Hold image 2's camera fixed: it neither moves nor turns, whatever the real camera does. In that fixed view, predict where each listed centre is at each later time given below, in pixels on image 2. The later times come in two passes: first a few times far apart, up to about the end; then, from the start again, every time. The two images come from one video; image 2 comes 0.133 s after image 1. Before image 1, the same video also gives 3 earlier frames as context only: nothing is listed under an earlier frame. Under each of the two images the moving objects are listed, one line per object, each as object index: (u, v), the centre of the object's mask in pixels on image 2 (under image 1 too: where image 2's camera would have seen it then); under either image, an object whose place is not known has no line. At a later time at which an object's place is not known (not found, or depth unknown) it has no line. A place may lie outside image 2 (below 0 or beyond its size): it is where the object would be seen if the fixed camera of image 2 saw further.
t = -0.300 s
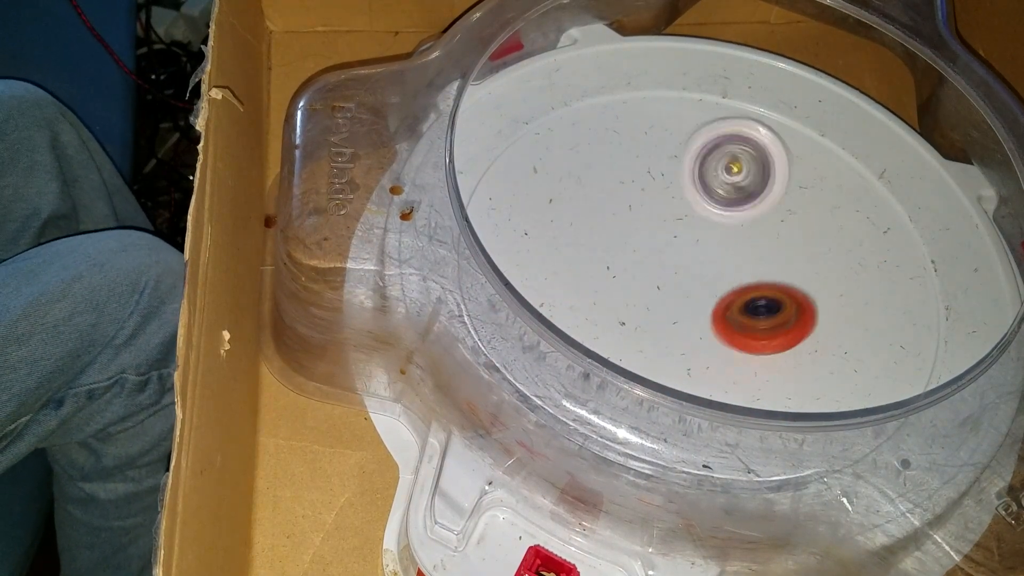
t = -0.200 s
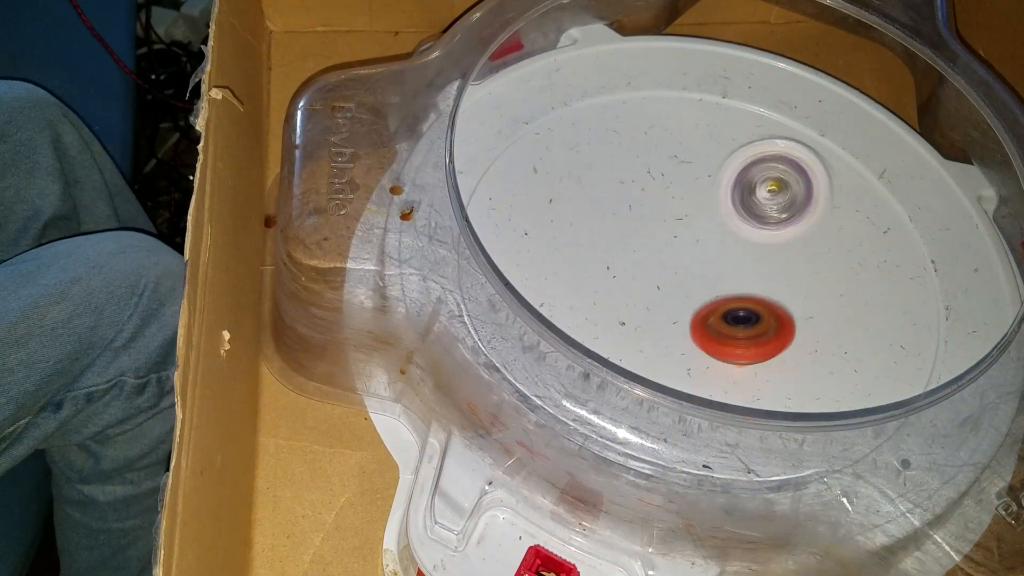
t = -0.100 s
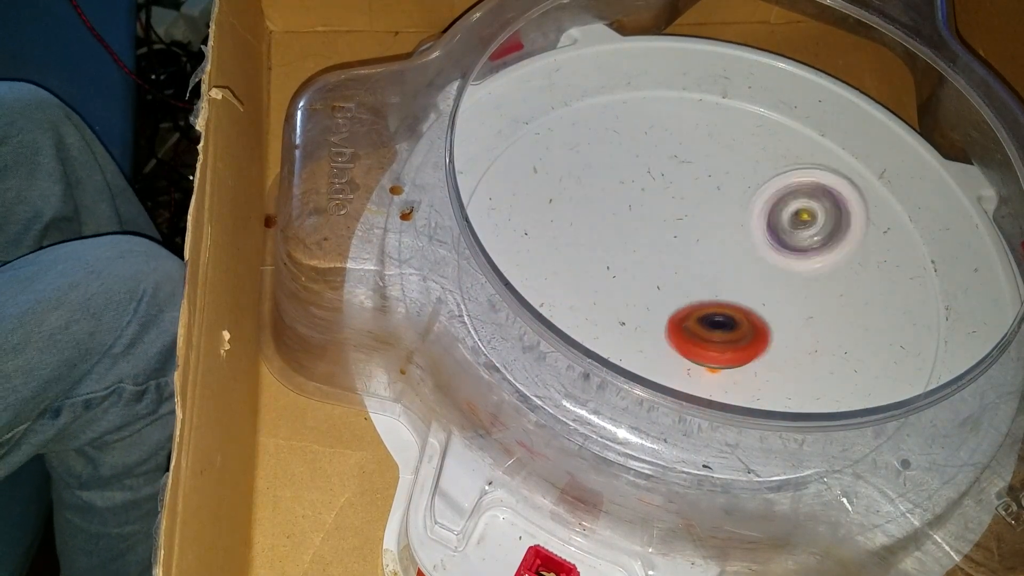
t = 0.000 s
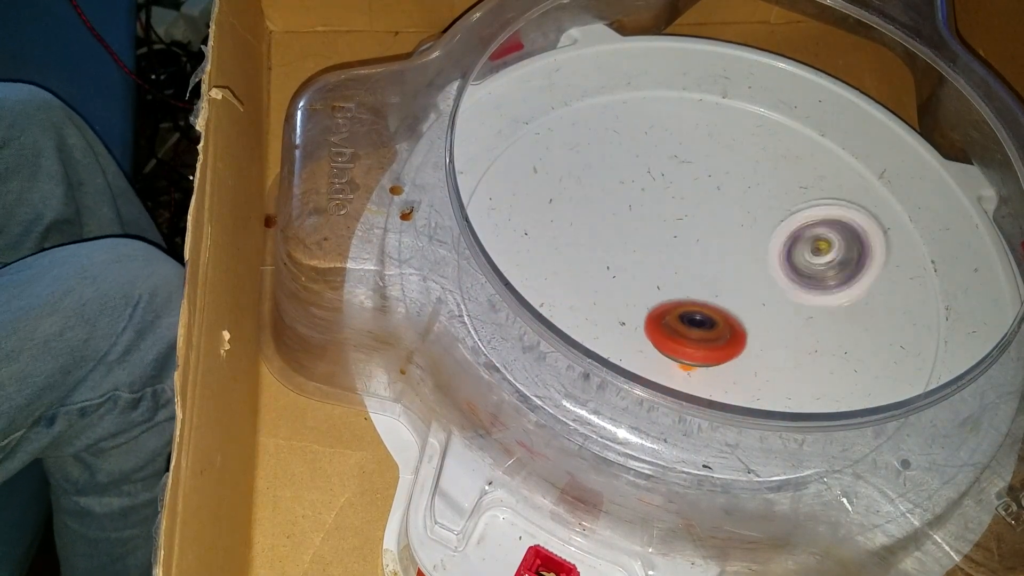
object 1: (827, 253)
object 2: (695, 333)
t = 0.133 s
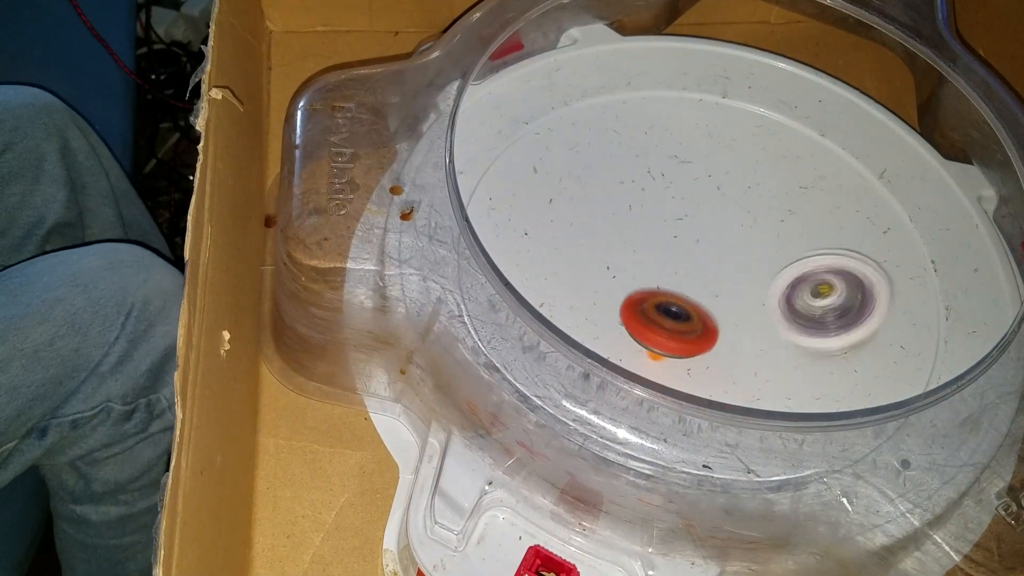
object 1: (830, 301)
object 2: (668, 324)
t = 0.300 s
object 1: (792, 348)
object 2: (644, 305)
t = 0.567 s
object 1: (670, 345)
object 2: (629, 258)
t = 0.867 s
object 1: (593, 265)
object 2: (664, 204)
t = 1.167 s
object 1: (632, 188)
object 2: (731, 187)
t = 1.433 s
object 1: (707, 170)
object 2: (806, 218)
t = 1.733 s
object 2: (813, 281)
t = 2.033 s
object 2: (757, 340)
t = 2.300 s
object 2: (662, 325)
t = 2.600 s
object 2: (584, 256)
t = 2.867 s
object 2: (668, 192)
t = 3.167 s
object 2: (775, 151)
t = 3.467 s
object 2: (848, 276)
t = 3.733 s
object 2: (786, 386)
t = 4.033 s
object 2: (608, 344)
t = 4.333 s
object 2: (584, 215)
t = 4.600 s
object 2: (710, 156)
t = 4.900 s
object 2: (840, 249)
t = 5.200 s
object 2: (751, 367)
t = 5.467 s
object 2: (622, 296)
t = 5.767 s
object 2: (679, 193)
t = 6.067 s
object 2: (760, 254)
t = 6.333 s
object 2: (674, 329)
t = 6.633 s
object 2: (694, 389)
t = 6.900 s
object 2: (668, 322)
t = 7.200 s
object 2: (690, 321)
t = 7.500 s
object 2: (722, 334)
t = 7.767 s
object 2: (706, 328)
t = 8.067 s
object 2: (701, 330)
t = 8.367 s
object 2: (701, 330)
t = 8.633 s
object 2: (699, 329)
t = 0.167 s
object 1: (827, 313)
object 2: (663, 321)
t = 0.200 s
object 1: (818, 323)
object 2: (657, 317)
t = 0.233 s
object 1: (810, 332)
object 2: (653, 313)
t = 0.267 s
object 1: (803, 340)
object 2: (648, 309)
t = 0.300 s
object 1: (792, 348)
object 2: (644, 305)
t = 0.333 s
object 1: (776, 355)
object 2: (640, 299)
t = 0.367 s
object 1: (761, 359)
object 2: (637, 294)
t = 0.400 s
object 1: (748, 360)
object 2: (634, 288)
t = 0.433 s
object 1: (732, 359)
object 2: (632, 282)
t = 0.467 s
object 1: (715, 358)
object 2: (630, 276)
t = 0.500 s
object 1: (700, 356)
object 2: (630, 270)
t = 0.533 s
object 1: (685, 351)
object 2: (629, 264)
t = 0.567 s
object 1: (670, 345)
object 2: (629, 258)
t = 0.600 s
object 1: (656, 338)
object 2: (629, 252)
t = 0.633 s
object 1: (644, 330)
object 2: (631, 246)
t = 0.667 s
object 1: (632, 320)
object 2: (633, 240)
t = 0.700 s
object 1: (622, 313)
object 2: (637, 233)
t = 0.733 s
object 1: (613, 306)
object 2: (643, 224)
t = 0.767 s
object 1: (606, 296)
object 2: (648, 219)
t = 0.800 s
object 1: (599, 286)
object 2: (653, 213)
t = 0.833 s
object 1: (595, 276)
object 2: (659, 209)
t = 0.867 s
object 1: (593, 265)
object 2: (664, 204)
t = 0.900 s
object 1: (591, 254)
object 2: (671, 200)
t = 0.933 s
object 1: (592, 244)
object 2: (676, 197)
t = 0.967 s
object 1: (595, 235)
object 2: (682, 194)
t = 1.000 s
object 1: (598, 224)
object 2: (688, 192)
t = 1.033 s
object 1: (603, 215)
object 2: (694, 190)
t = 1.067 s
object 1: (611, 208)
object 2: (701, 188)
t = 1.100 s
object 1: (617, 200)
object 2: (711, 188)
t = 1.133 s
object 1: (624, 193)
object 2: (721, 187)
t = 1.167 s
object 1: (632, 188)
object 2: (731, 187)
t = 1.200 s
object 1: (638, 182)
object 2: (748, 191)
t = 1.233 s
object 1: (646, 177)
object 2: (761, 193)
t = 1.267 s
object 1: (655, 174)
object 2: (772, 196)
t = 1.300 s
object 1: (666, 171)
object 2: (780, 200)
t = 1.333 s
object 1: (675, 169)
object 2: (787, 204)
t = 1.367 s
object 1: (686, 169)
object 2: (795, 208)
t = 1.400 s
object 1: (697, 168)
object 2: (801, 213)
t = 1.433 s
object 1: (707, 170)
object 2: (806, 218)
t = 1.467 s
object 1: (720, 173)
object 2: (811, 223)
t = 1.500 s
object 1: (730, 175)
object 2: (815, 230)
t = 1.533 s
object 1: (737, 178)
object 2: (818, 238)
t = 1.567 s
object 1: (743, 181)
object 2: (820, 247)
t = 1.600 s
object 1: (745, 182)
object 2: (821, 255)
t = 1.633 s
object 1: (747, 185)
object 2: (820, 262)
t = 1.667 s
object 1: (751, 190)
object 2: (818, 268)
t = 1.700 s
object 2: (816, 274)
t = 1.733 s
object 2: (813, 281)
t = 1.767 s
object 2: (808, 287)
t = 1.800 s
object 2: (803, 292)
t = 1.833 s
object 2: (801, 307)
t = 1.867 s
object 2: (796, 319)
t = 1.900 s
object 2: (789, 326)
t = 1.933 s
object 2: (782, 331)
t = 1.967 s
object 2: (775, 335)
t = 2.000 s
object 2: (767, 337)
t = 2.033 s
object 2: (757, 340)
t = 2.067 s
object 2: (750, 345)
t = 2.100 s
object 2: (740, 347)
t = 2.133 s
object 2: (730, 346)
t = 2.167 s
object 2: (719, 344)
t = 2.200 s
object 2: (706, 342)
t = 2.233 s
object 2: (692, 339)
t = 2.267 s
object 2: (676, 332)
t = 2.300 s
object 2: (662, 325)
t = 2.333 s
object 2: (647, 317)
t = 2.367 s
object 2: (628, 304)
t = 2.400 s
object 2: (608, 297)
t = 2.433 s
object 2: (588, 295)
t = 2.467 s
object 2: (578, 284)
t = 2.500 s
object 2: (574, 276)
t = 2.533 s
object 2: (576, 270)
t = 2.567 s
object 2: (579, 263)
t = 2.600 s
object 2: (584, 256)
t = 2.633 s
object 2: (591, 249)
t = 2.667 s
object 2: (598, 242)
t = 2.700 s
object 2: (608, 235)
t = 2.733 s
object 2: (618, 227)
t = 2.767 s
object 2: (630, 218)
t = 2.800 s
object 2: (644, 210)
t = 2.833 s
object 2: (657, 202)
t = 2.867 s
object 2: (668, 192)
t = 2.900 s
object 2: (677, 172)
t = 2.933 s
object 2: (685, 158)
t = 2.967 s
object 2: (696, 147)
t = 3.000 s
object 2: (711, 141)
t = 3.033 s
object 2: (724, 138)
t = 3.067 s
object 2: (738, 138)
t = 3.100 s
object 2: (752, 140)
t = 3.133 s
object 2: (764, 145)
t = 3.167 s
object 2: (775, 151)
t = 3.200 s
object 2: (786, 160)
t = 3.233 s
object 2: (797, 170)
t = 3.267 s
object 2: (808, 181)
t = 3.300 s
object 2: (818, 193)
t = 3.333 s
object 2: (827, 208)
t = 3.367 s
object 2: (833, 223)
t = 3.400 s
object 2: (839, 240)
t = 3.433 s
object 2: (844, 259)
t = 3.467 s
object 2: (848, 276)
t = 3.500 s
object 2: (850, 294)
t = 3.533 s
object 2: (849, 310)
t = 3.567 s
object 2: (844, 328)
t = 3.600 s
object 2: (838, 344)
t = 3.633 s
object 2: (830, 356)
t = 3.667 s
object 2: (818, 368)
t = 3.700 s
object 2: (804, 378)
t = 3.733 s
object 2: (786, 386)
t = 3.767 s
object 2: (770, 388)
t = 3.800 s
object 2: (749, 389)
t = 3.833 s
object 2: (730, 389)
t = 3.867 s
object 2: (708, 386)
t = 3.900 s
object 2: (687, 381)
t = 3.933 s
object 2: (665, 374)
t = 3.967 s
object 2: (644, 366)
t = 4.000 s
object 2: (626, 356)
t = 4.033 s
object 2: (608, 344)
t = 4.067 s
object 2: (594, 332)
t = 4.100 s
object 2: (582, 320)
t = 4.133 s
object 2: (573, 306)
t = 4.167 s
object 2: (567, 292)
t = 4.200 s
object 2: (565, 276)
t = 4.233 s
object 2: (566, 260)
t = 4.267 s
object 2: (570, 245)
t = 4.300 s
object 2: (576, 231)
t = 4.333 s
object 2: (584, 215)
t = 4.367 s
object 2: (594, 201)
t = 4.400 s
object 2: (607, 191)
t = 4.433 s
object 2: (620, 180)
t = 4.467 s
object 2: (636, 170)
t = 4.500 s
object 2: (655, 164)
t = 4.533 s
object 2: (673, 159)
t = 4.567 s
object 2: (690, 157)
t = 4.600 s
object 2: (710, 156)
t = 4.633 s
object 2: (729, 157)
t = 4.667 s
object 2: (749, 163)
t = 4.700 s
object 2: (767, 169)
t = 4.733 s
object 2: (782, 179)
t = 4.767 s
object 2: (799, 189)
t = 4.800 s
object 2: (813, 202)
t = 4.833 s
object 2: (825, 216)
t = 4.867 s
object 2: (835, 232)
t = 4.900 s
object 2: (840, 249)
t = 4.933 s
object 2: (845, 265)
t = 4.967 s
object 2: (844, 282)
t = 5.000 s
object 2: (840, 298)
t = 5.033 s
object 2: (833, 313)
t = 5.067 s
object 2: (822, 328)
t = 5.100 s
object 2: (809, 342)
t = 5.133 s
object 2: (791, 355)
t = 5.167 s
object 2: (773, 362)
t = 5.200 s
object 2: (751, 367)
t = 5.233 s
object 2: (732, 365)
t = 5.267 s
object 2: (709, 364)
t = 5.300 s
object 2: (691, 358)
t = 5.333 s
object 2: (671, 350)
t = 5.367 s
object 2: (657, 340)
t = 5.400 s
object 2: (643, 326)
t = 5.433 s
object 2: (631, 312)
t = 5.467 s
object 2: (622, 296)
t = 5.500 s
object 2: (617, 283)
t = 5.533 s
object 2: (617, 268)
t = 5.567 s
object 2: (617, 257)
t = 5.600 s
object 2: (622, 245)
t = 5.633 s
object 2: (627, 234)
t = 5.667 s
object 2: (634, 223)
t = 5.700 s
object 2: (646, 211)
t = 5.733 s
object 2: (660, 200)
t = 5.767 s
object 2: (679, 193)
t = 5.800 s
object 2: (696, 192)
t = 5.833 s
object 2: (712, 196)
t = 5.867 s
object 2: (726, 200)
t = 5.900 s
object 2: (737, 208)
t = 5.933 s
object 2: (745, 215)
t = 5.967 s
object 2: (752, 224)
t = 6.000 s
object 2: (756, 234)
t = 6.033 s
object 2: (759, 243)
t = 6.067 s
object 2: (760, 254)
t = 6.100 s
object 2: (754, 266)
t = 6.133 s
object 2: (751, 276)
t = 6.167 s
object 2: (746, 282)
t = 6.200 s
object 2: (733, 292)
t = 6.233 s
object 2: (721, 303)
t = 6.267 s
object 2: (707, 312)
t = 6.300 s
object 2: (692, 321)
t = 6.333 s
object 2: (674, 329)
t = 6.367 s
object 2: (663, 335)
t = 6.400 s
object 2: (652, 343)
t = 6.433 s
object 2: (648, 348)
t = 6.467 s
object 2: (650, 354)
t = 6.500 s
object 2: (652, 370)
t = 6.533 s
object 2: (660, 380)
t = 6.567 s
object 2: (670, 386)
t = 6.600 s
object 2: (681, 389)
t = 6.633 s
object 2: (694, 389)
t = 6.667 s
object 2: (706, 376)
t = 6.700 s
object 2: (710, 374)
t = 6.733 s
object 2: (710, 371)
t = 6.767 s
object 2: (706, 356)
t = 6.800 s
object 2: (698, 344)
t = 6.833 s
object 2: (687, 334)
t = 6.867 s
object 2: (676, 326)
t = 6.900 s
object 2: (668, 322)
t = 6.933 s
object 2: (664, 323)
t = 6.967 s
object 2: (663, 324)
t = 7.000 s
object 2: (662, 324)
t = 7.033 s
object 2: (664, 324)
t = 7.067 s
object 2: (666, 322)
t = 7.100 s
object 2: (671, 321)
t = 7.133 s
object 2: (679, 319)
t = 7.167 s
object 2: (685, 319)
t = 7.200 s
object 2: (690, 321)
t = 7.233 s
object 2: (695, 321)
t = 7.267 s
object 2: (701, 322)
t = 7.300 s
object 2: (708, 324)
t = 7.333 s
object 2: (713, 326)
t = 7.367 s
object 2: (716, 329)
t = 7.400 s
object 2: (719, 331)
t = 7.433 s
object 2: (720, 333)
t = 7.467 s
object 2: (721, 334)
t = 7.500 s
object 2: (722, 334)
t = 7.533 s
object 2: (721, 334)
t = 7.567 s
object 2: (720, 333)
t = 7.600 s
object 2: (719, 331)
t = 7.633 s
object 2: (717, 330)
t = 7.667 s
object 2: (714, 330)
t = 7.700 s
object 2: (712, 329)
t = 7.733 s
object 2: (709, 329)
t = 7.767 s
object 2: (706, 328)
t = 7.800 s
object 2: (702, 327)
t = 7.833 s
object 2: (697, 326)
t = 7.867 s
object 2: (694, 326)
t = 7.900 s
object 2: (694, 327)
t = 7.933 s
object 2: (696, 328)
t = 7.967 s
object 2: (698, 329)
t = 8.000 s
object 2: (701, 330)
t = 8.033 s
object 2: (701, 330)
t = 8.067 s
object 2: (701, 330)
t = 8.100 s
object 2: (700, 329)
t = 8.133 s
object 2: (697, 329)
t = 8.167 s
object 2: (696, 328)
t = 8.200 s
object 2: (694, 328)
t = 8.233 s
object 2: (694, 328)
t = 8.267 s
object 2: (695, 328)
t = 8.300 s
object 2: (697, 329)
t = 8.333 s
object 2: (700, 329)
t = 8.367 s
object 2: (701, 330)
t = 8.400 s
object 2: (701, 330)
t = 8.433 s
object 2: (701, 330)
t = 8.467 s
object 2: (701, 330)
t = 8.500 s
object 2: (701, 330)
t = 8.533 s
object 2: (700, 330)
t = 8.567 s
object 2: (700, 330)
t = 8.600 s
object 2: (699, 330)
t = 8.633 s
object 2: (699, 329)
